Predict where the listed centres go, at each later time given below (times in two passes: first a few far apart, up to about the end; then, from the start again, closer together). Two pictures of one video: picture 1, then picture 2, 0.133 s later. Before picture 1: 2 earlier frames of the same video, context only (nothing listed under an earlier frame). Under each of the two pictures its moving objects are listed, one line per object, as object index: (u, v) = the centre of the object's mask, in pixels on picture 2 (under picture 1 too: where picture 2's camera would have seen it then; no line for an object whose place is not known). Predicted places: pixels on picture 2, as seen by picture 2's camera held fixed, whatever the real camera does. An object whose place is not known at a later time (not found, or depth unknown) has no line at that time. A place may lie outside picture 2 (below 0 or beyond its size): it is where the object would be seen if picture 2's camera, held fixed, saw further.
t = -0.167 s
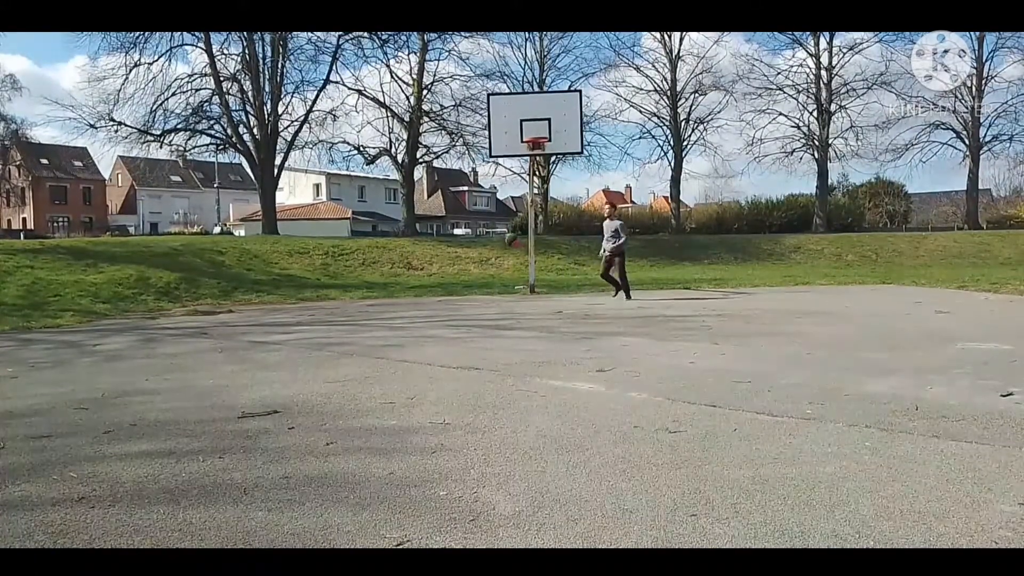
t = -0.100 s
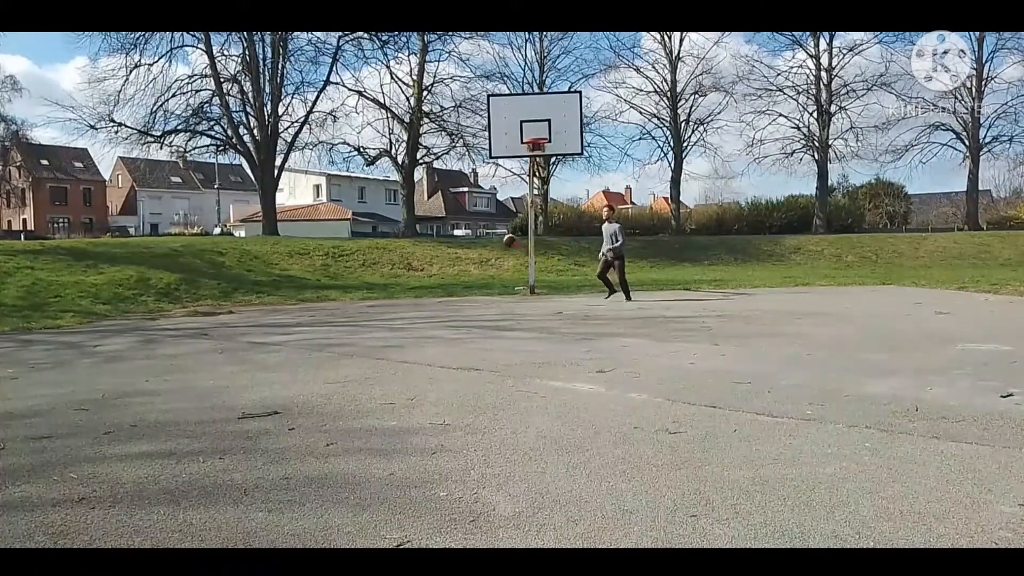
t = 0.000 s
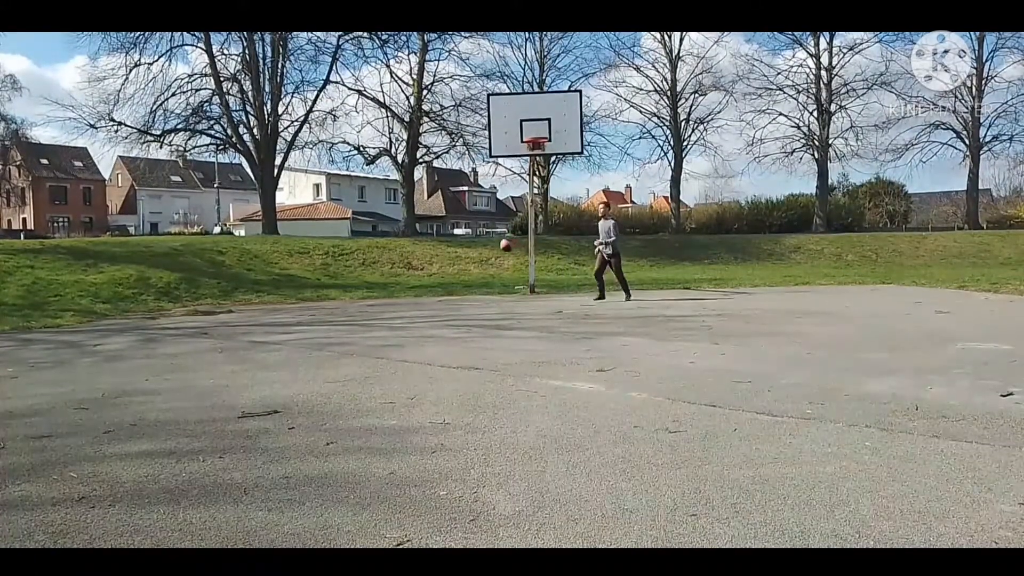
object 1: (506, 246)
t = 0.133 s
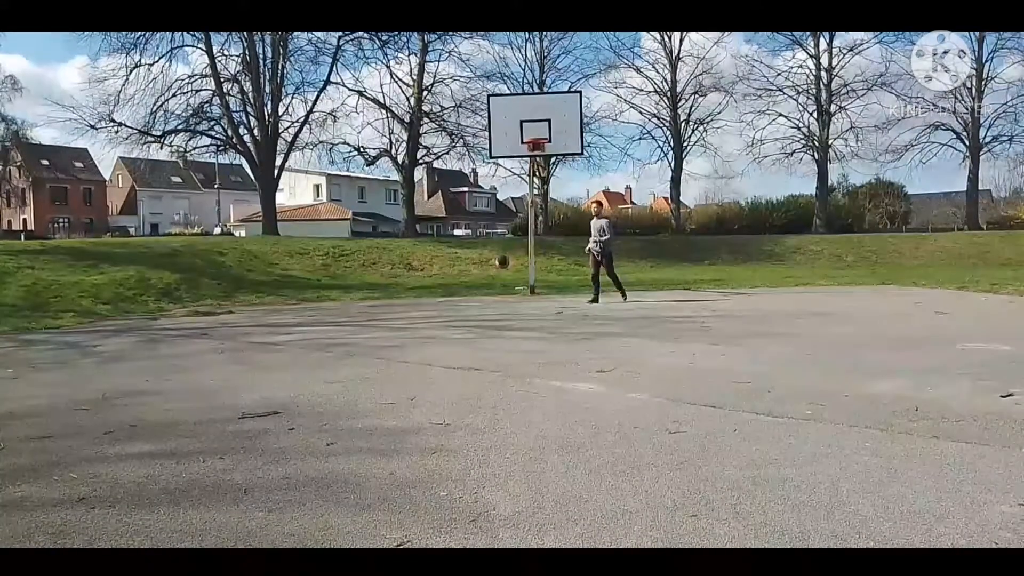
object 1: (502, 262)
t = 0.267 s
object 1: (498, 288)
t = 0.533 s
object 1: (489, 281)
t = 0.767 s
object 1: (480, 282)
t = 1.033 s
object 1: (471, 300)
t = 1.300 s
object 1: (459, 301)
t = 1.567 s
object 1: (447, 305)
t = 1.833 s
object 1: (433, 310)
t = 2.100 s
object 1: (417, 316)
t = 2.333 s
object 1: (404, 317)
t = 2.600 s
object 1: (388, 320)
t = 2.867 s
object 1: (372, 322)
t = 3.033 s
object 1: (361, 323)
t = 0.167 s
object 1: (502, 267)
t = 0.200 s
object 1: (501, 274)
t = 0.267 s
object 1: (498, 288)
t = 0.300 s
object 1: (497, 297)
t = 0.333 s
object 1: (496, 304)
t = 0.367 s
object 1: (496, 300)
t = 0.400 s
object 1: (494, 295)
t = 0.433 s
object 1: (492, 289)
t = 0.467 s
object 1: (491, 286)
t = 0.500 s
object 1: (490, 283)
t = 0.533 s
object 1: (489, 281)
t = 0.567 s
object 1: (487, 280)
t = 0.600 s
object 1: (486, 278)
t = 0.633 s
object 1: (486, 278)
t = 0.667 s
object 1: (484, 278)
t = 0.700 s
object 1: (483, 279)
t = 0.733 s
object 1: (482, 280)
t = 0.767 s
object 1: (480, 282)
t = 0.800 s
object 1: (480, 285)
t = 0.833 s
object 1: (479, 289)
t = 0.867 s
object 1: (477, 294)
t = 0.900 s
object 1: (476, 299)
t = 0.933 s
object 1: (475, 305)
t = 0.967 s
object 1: (474, 306)
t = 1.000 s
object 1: (472, 303)
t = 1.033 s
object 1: (471, 300)
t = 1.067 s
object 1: (469, 297)
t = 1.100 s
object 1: (467, 296)
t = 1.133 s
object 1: (466, 295)
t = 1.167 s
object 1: (464, 295)
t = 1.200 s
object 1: (462, 296)
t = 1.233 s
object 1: (462, 296)
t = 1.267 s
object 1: (460, 298)
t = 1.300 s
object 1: (459, 301)
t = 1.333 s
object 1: (457, 304)
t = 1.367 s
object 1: (456, 308)
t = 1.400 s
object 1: (454, 310)
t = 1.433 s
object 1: (452, 307)
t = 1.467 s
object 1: (451, 306)
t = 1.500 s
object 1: (449, 305)
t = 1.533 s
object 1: (448, 304)
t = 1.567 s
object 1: (447, 305)
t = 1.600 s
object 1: (445, 305)
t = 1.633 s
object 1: (443, 307)
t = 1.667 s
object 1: (442, 309)
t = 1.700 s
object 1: (440, 313)
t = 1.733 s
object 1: (439, 312)
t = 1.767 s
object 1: (437, 311)
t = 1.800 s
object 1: (435, 310)
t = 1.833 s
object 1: (433, 310)
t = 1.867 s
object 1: (431, 311)
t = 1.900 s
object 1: (429, 312)
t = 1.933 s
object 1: (427, 315)
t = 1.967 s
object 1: (425, 315)
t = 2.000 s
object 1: (423, 314)
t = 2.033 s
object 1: (421, 314)
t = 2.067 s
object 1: (419, 315)
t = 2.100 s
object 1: (417, 316)
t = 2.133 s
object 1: (415, 317)
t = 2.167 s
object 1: (413, 316)
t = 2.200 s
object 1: (411, 315)
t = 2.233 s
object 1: (410, 315)
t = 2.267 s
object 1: (408, 317)
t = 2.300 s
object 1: (406, 318)
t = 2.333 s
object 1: (404, 317)
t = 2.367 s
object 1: (402, 317)
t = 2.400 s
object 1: (400, 317)
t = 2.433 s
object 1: (398, 319)
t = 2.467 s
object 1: (396, 318)
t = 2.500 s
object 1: (394, 318)
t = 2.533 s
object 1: (392, 319)
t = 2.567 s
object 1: (390, 320)
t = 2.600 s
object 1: (388, 320)
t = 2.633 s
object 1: (386, 320)
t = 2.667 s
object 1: (384, 320)
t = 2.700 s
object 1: (382, 320)
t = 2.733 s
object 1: (380, 321)
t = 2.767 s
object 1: (378, 321)
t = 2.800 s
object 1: (376, 321)
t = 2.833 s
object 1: (374, 321)
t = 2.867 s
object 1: (372, 322)
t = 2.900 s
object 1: (370, 322)
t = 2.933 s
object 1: (368, 322)
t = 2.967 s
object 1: (365, 322)
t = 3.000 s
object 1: (363, 322)
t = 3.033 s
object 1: (361, 323)
